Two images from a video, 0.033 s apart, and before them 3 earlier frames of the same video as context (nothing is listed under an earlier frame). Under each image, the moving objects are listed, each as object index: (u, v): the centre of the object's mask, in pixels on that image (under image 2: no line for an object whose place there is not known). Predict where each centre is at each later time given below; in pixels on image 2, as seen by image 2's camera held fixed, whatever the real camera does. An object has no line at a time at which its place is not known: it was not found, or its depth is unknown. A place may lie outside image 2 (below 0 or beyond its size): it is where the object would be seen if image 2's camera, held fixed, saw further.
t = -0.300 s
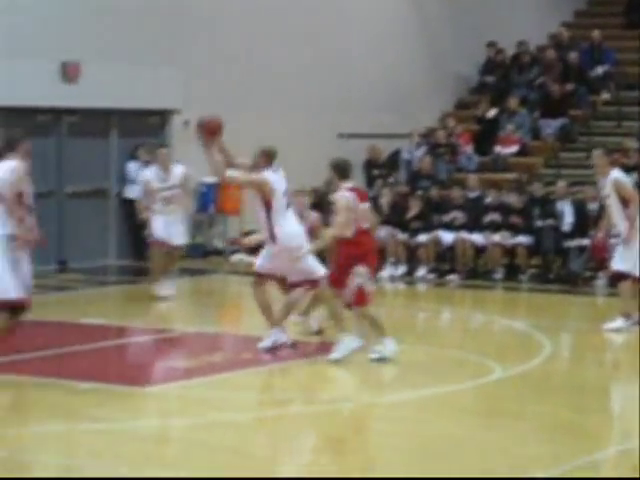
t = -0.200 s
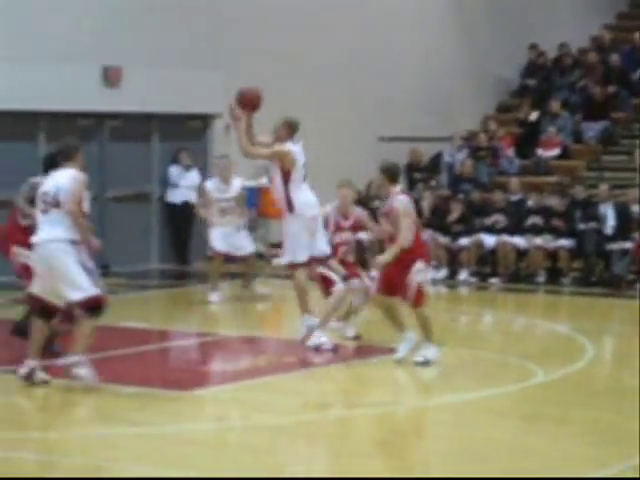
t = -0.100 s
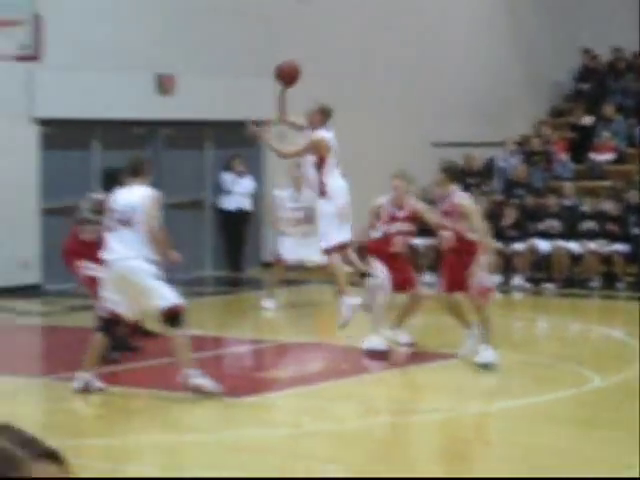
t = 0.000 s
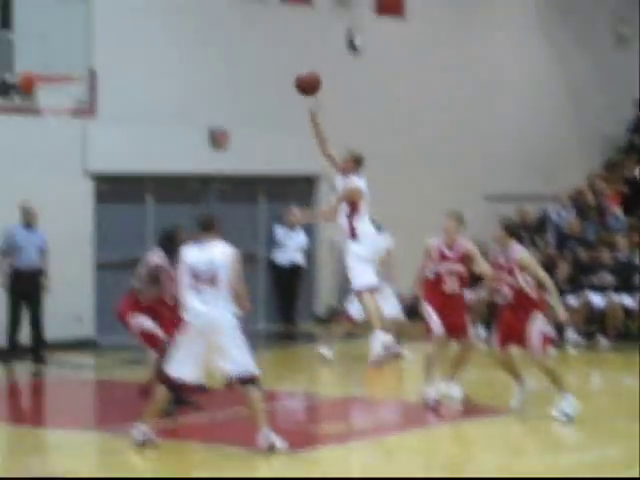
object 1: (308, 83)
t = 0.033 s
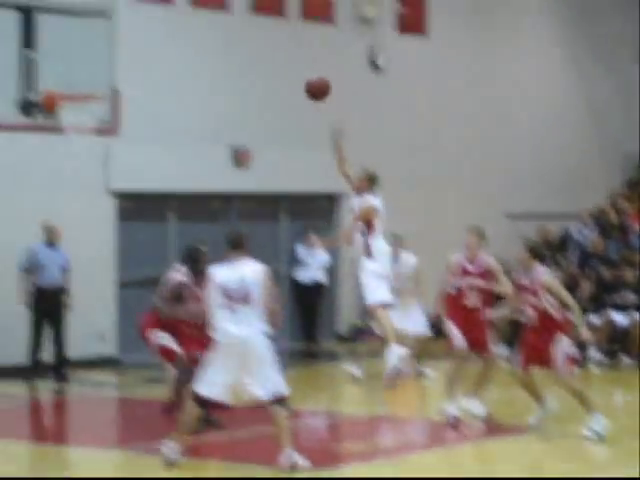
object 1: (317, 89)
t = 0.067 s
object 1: (305, 77)
